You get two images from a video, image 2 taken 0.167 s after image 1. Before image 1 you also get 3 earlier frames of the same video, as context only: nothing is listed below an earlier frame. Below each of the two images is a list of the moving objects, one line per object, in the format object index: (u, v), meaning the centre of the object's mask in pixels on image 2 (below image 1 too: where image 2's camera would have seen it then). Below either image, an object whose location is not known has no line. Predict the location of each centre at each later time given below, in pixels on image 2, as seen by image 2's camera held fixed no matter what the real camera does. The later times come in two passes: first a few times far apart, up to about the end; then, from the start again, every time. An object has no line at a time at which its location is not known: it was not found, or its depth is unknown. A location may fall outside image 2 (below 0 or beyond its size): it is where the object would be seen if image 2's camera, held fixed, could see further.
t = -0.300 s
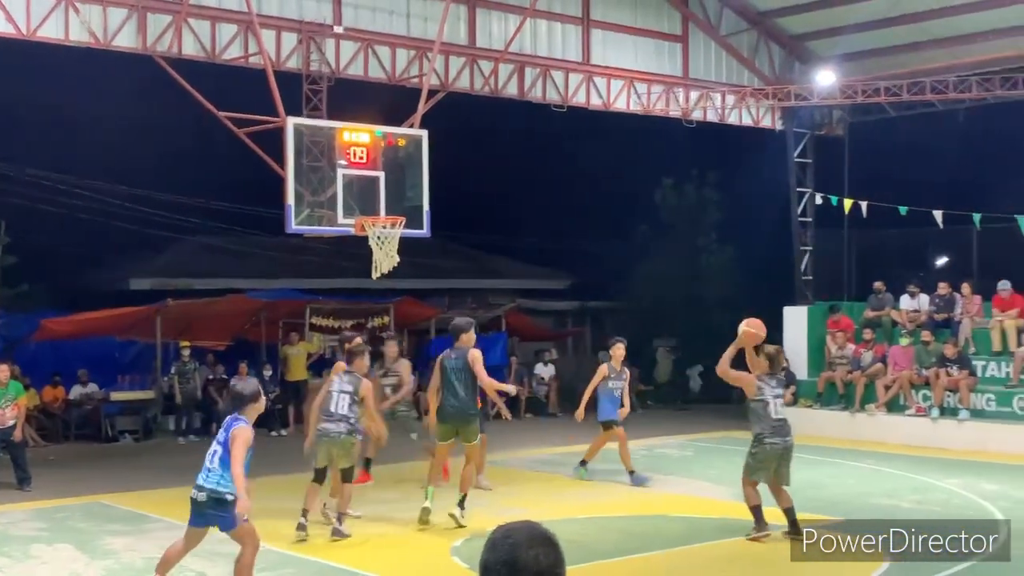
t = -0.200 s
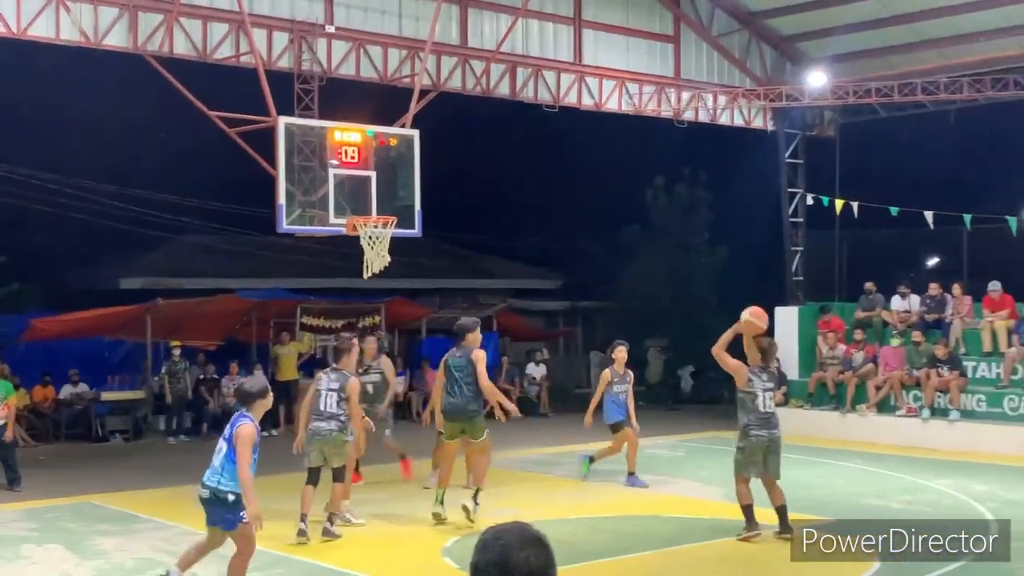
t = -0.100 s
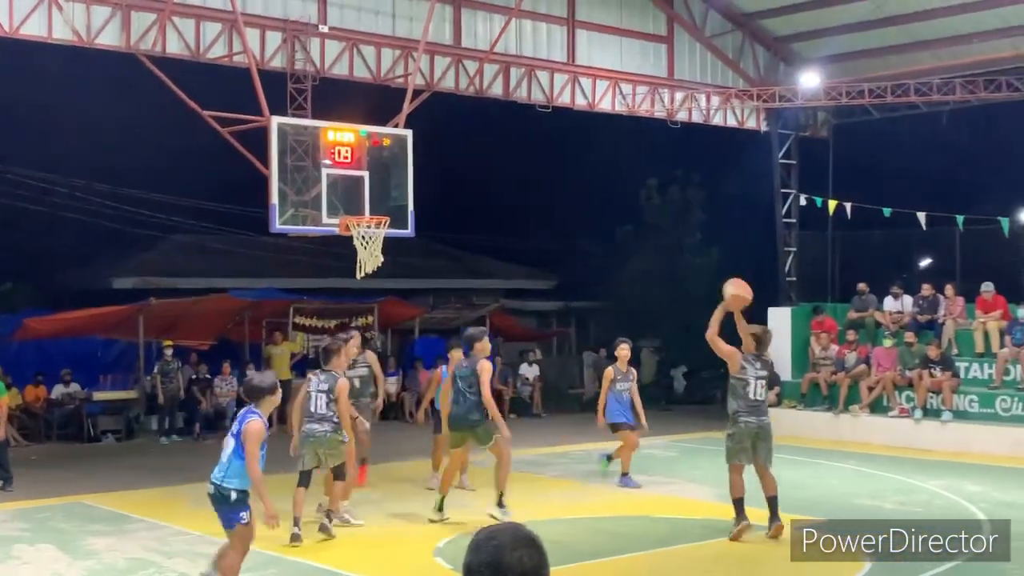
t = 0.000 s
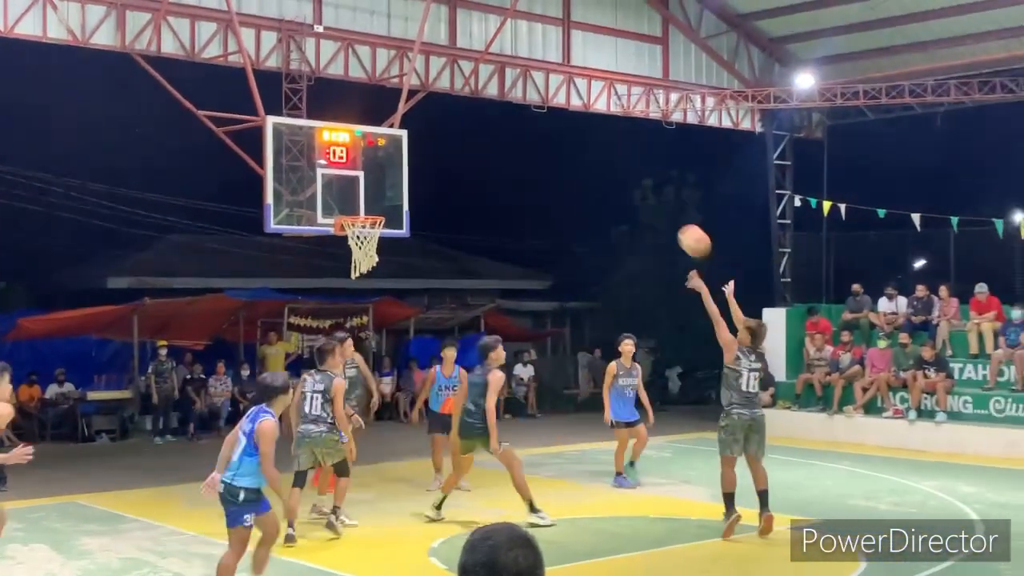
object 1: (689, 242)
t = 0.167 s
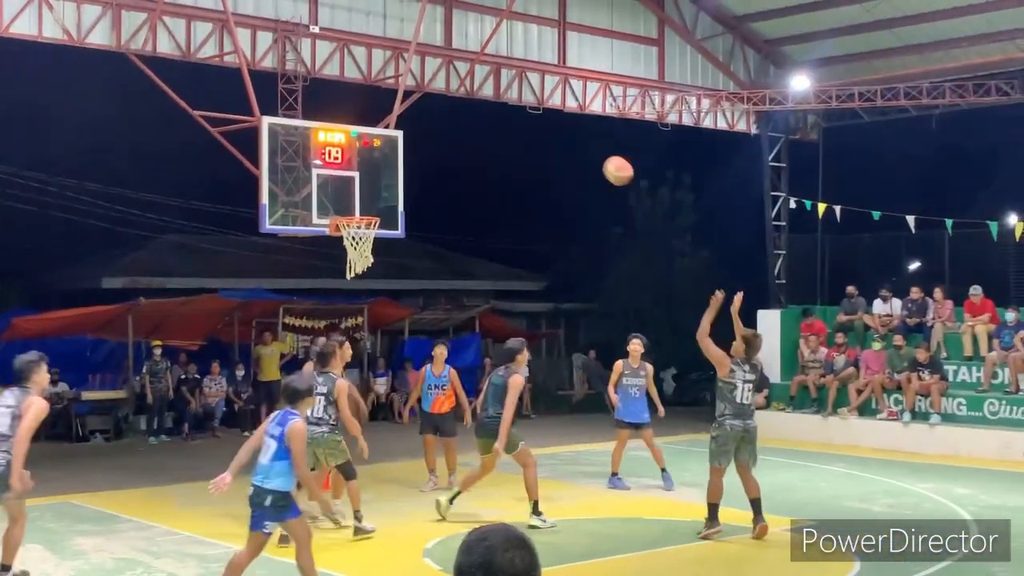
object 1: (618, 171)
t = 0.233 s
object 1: (591, 151)
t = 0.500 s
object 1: (491, 122)
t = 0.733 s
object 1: (414, 151)
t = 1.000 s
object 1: (357, 197)
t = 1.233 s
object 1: (378, 160)
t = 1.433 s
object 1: (399, 168)
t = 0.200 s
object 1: (604, 161)
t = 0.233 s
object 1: (591, 151)
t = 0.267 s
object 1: (578, 144)
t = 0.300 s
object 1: (565, 137)
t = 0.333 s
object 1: (552, 132)
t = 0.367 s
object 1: (539, 127)
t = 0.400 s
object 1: (527, 124)
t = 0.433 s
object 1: (515, 122)
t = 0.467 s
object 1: (503, 121)
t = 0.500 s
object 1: (491, 122)
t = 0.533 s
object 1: (480, 123)
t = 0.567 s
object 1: (468, 125)
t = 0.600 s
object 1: (457, 128)
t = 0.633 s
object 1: (446, 133)
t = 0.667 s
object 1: (435, 138)
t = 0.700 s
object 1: (424, 144)
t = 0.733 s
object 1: (414, 151)
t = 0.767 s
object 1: (404, 158)
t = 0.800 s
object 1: (393, 168)
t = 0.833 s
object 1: (383, 177)
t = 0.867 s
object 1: (373, 188)
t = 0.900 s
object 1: (364, 198)
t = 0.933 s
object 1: (353, 209)
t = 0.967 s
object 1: (353, 206)
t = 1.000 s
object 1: (357, 197)
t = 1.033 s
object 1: (359, 189)
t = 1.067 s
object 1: (363, 182)
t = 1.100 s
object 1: (366, 176)
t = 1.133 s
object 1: (369, 170)
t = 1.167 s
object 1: (372, 166)
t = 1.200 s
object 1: (375, 162)
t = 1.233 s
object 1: (378, 160)
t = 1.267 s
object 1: (381, 159)
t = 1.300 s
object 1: (385, 159)
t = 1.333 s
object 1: (388, 159)
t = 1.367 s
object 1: (391, 161)
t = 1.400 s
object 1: (395, 164)
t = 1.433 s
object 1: (399, 168)
